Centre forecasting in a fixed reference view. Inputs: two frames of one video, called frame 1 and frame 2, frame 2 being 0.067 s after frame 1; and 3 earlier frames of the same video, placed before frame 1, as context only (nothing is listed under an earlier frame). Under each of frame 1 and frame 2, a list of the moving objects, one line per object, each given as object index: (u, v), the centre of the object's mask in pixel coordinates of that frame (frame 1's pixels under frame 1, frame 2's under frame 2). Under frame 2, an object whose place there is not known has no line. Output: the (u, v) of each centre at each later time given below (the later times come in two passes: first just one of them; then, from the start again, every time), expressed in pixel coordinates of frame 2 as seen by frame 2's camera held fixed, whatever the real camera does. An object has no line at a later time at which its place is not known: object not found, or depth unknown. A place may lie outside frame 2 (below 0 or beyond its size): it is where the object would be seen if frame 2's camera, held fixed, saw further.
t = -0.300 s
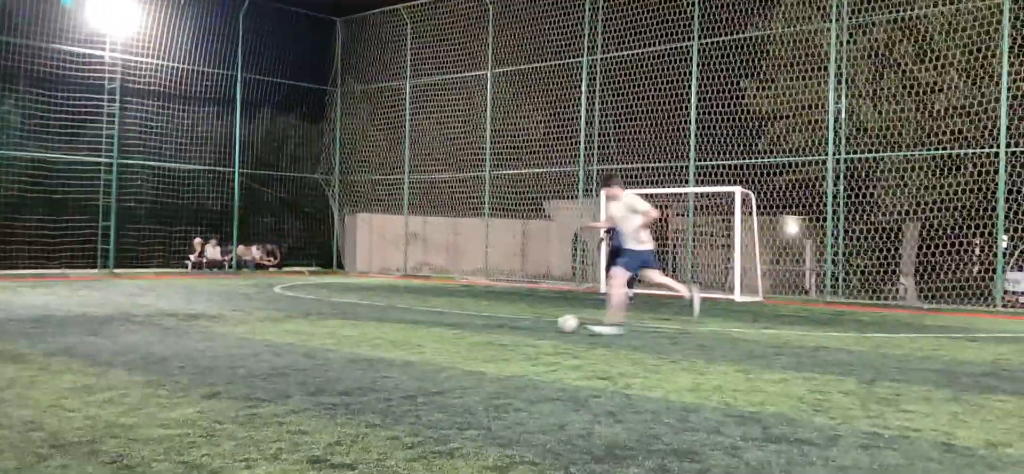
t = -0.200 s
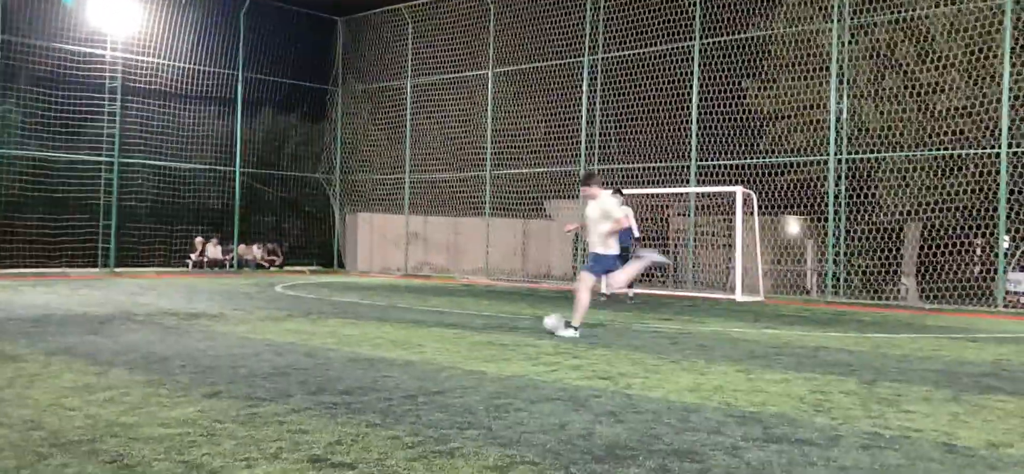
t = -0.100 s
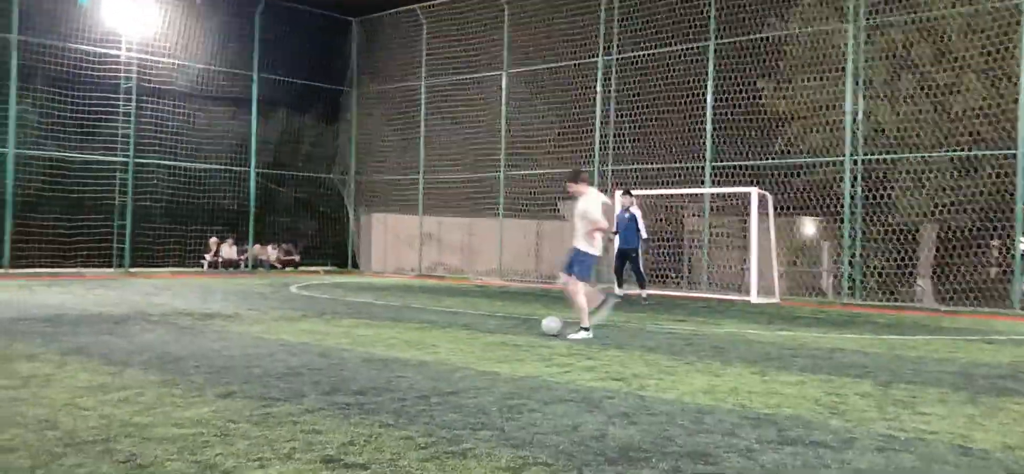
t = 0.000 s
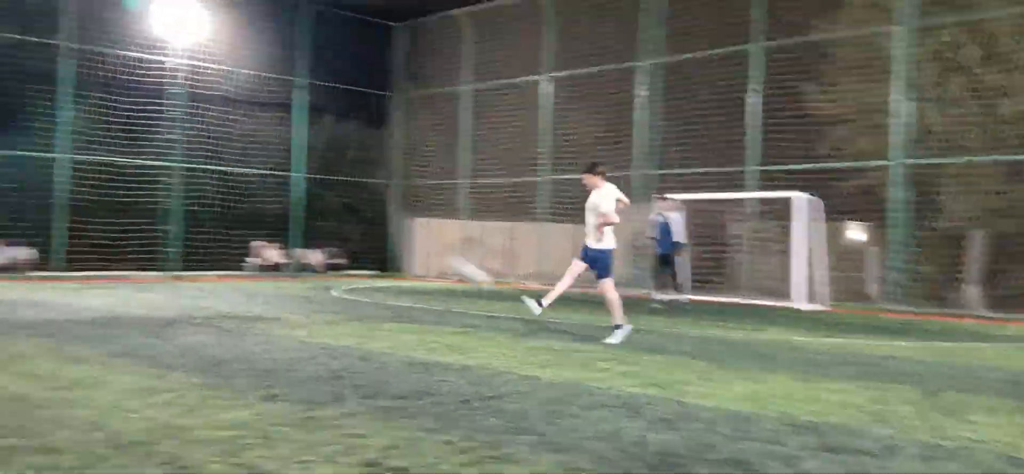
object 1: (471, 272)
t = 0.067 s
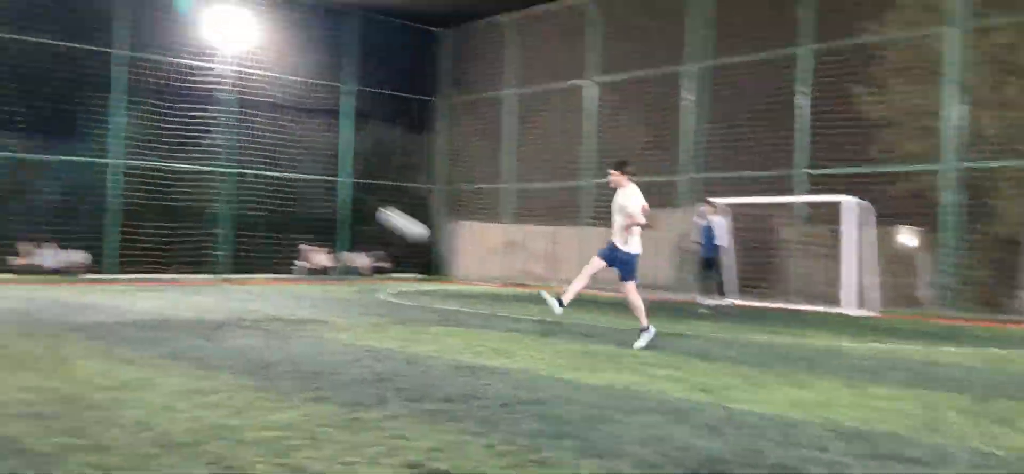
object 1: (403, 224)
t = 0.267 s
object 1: (45, 65)
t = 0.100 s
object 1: (346, 199)
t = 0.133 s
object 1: (290, 173)
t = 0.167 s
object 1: (227, 144)
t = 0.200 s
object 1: (169, 119)
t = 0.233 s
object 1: (109, 92)
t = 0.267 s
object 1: (45, 65)
